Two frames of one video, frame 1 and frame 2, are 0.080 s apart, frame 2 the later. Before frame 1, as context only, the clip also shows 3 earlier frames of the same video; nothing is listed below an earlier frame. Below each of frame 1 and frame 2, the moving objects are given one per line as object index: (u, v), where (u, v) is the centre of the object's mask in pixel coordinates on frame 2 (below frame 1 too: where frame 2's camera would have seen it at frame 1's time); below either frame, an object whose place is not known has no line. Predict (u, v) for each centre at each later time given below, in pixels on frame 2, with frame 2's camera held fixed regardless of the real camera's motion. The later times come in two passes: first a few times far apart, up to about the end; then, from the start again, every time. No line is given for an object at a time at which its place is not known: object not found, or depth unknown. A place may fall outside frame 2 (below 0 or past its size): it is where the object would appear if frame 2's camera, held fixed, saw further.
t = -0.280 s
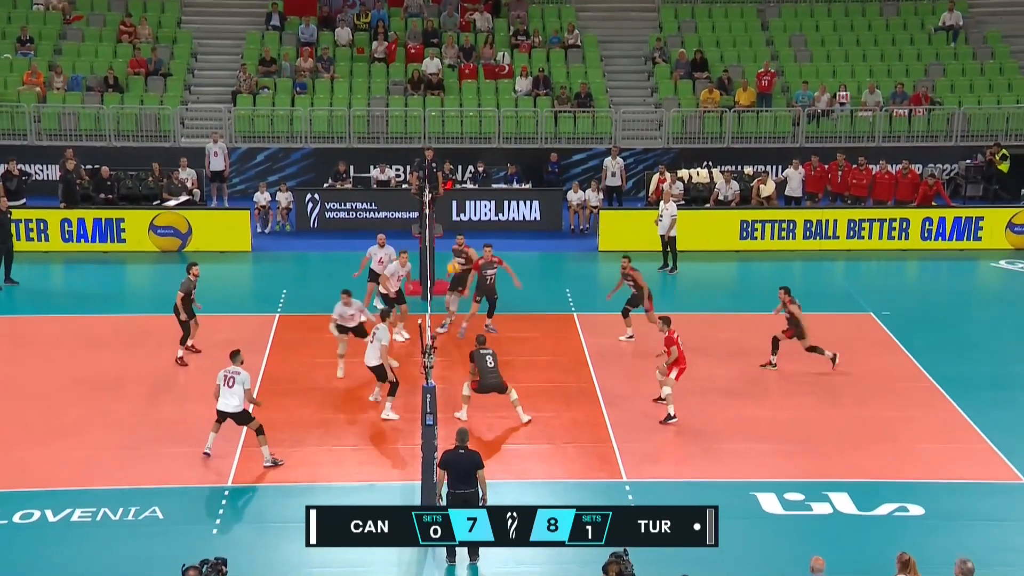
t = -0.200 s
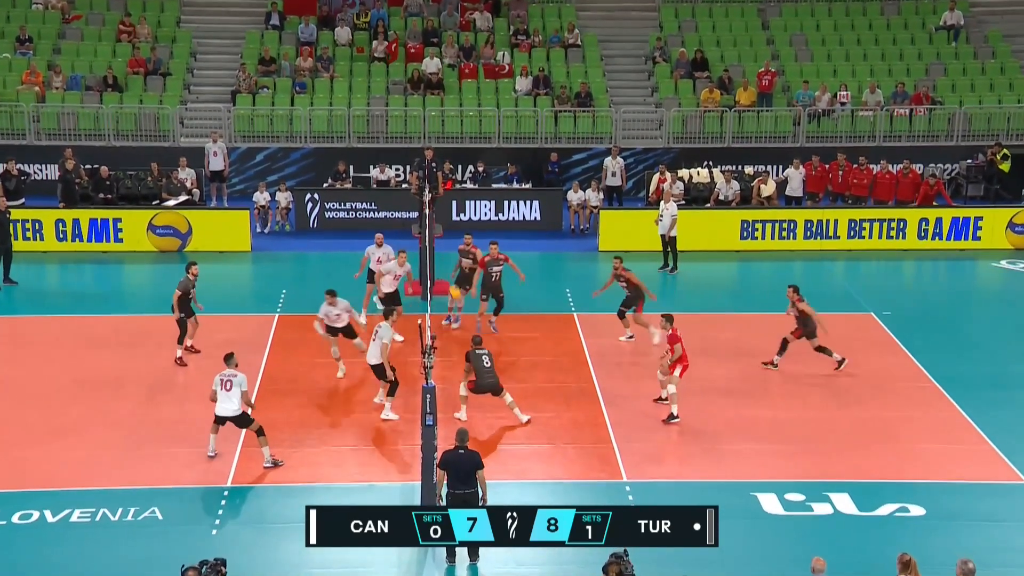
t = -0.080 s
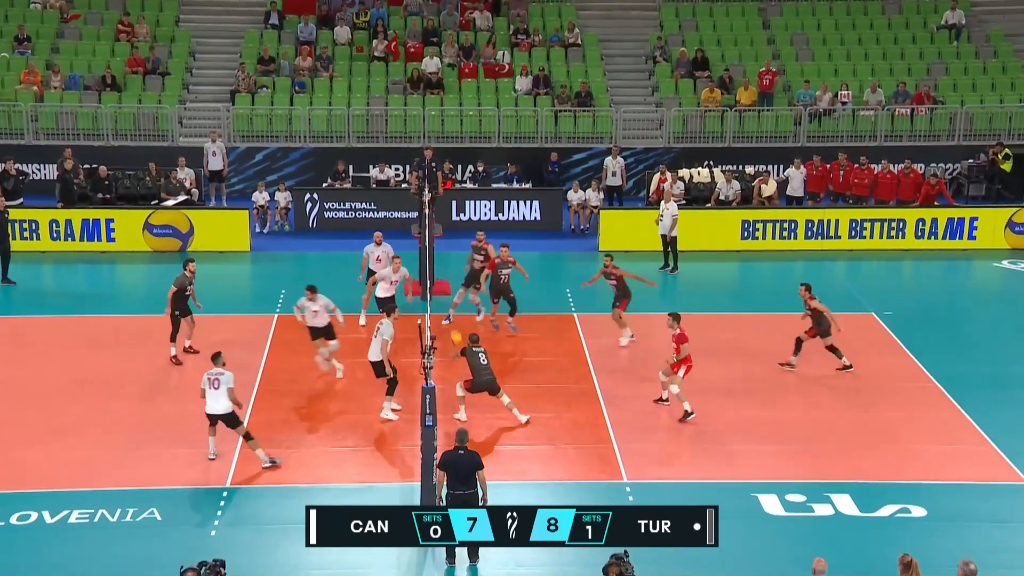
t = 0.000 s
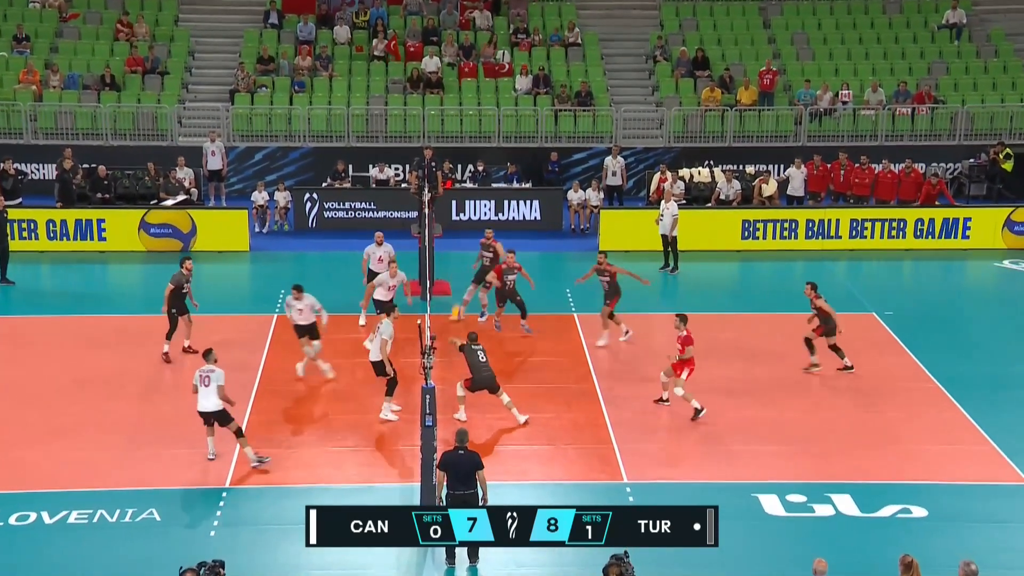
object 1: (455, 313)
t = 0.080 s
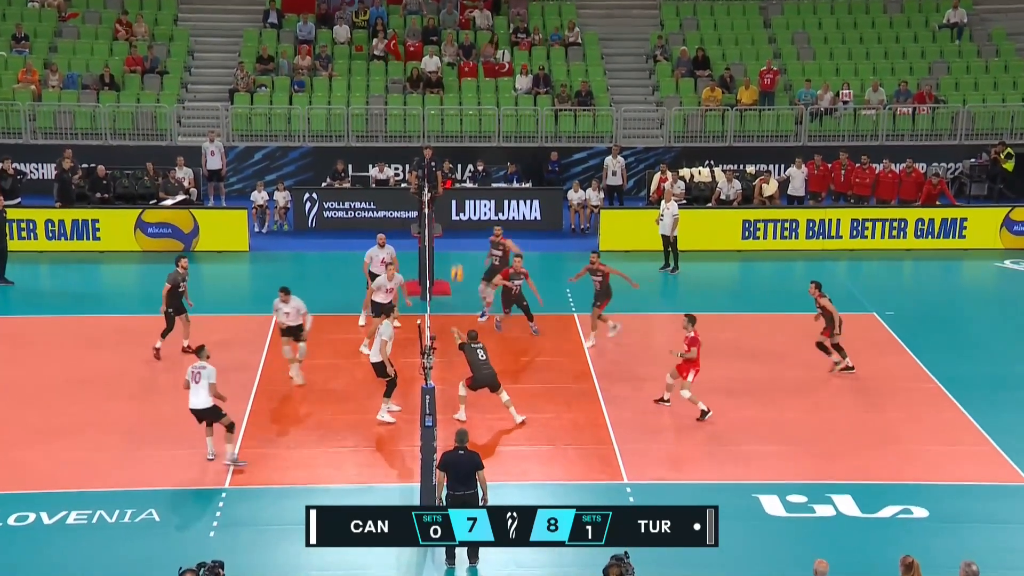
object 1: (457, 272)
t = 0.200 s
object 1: (459, 220)
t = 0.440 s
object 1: (461, 139)
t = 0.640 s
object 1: (462, 106)
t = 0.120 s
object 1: (458, 254)
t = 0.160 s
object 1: (458, 236)
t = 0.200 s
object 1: (459, 220)
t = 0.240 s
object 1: (459, 203)
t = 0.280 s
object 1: (459, 191)
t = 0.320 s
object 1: (458, 178)
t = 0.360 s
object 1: (460, 164)
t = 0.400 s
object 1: (460, 154)
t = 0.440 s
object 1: (461, 139)
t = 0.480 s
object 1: (460, 133)
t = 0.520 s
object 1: (461, 124)
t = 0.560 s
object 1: (461, 117)
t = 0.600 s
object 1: (462, 111)
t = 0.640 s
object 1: (462, 106)
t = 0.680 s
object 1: (463, 101)
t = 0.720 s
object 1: (462, 97)
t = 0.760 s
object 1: (463, 94)
